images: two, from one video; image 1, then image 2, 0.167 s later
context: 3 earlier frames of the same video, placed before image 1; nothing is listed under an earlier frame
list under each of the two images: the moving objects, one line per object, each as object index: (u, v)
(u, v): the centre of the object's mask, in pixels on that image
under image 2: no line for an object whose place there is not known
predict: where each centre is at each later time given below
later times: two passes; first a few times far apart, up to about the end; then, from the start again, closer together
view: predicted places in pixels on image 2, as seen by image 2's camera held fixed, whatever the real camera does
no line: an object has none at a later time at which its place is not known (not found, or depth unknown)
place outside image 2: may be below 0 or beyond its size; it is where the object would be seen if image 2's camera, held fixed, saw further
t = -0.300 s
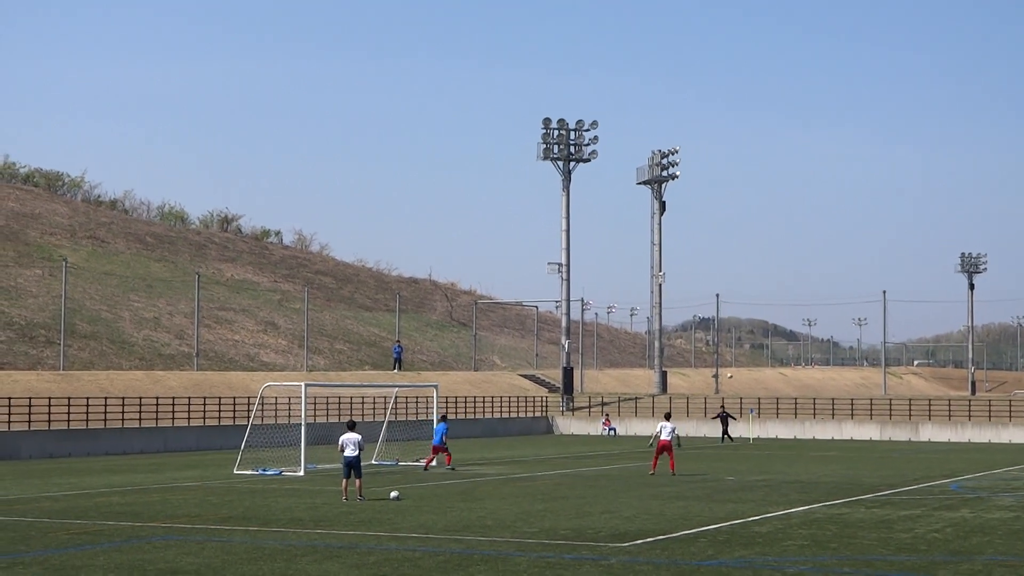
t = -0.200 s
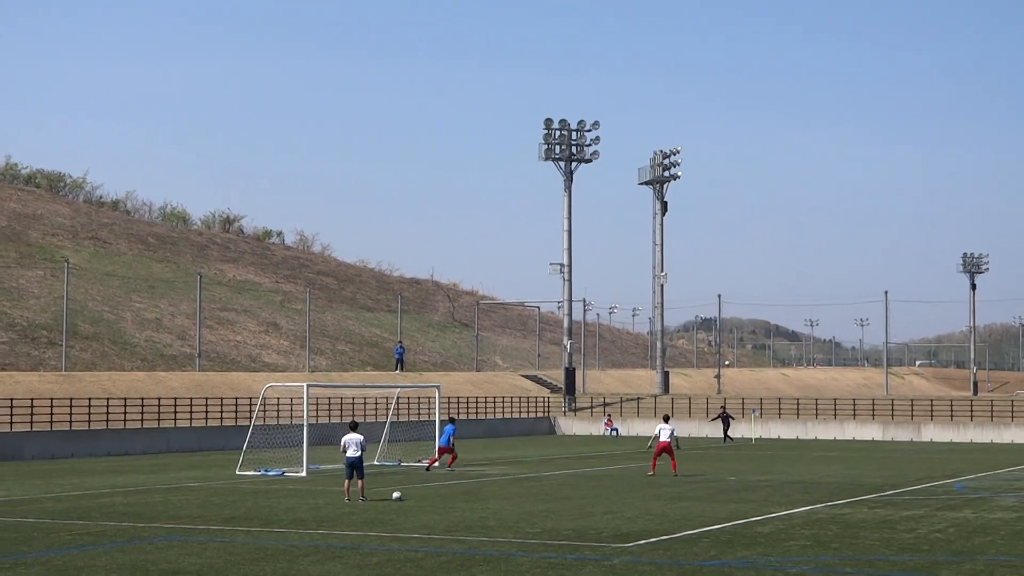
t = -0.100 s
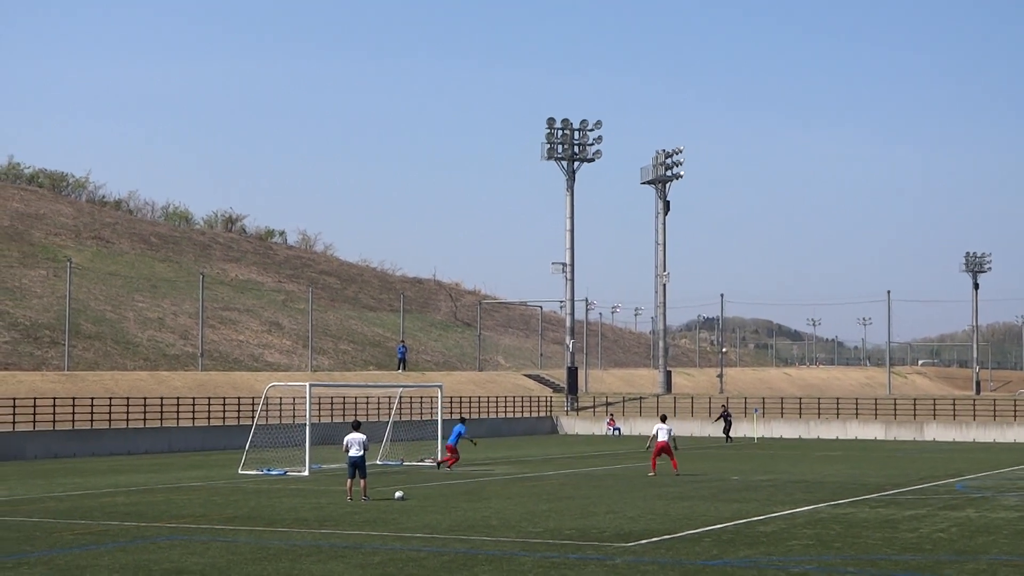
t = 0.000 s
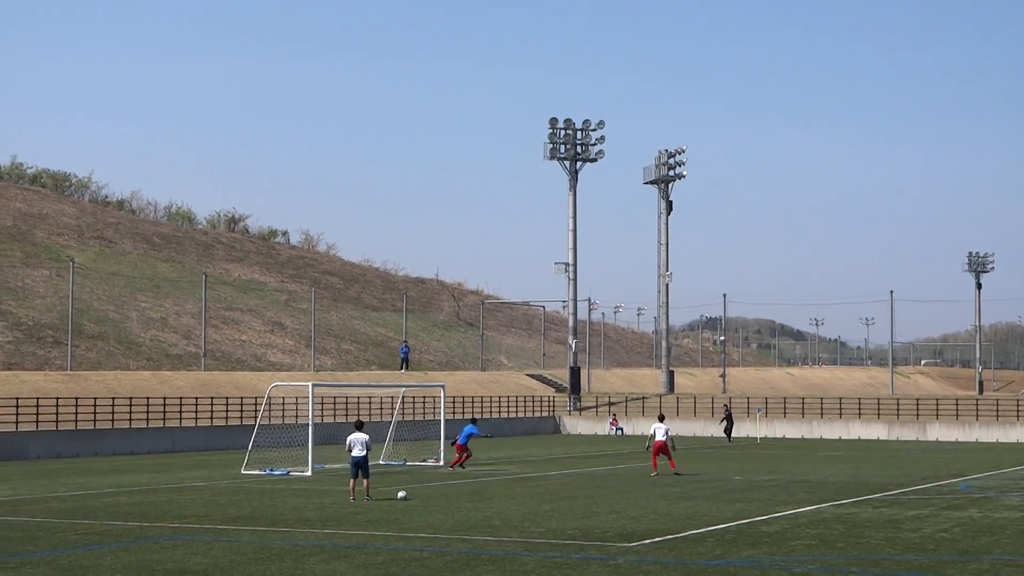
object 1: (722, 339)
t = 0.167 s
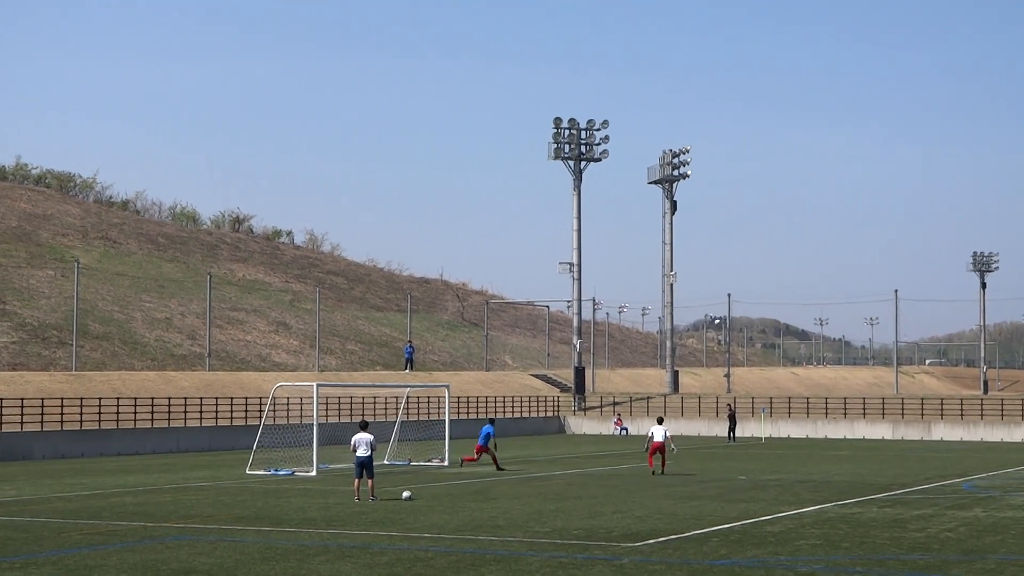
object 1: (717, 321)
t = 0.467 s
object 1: (698, 302)
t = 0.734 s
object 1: (679, 298)
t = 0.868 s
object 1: (667, 302)
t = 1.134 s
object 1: (642, 324)
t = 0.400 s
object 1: (703, 305)
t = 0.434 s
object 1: (700, 303)
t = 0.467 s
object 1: (698, 302)
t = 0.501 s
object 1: (696, 300)
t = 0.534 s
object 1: (694, 299)
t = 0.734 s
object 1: (679, 298)
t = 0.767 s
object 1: (676, 298)
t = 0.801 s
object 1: (673, 299)
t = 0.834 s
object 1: (670, 300)
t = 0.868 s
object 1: (667, 302)
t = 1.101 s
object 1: (646, 320)
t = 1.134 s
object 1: (642, 324)
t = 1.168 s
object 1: (639, 328)
